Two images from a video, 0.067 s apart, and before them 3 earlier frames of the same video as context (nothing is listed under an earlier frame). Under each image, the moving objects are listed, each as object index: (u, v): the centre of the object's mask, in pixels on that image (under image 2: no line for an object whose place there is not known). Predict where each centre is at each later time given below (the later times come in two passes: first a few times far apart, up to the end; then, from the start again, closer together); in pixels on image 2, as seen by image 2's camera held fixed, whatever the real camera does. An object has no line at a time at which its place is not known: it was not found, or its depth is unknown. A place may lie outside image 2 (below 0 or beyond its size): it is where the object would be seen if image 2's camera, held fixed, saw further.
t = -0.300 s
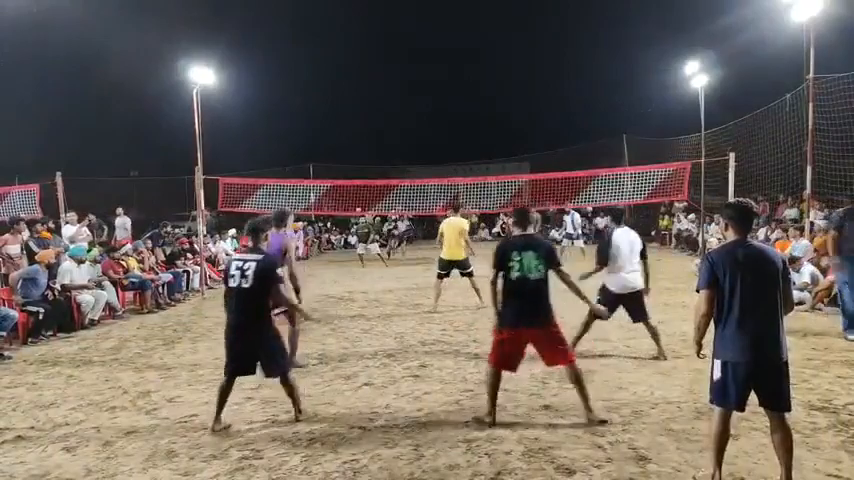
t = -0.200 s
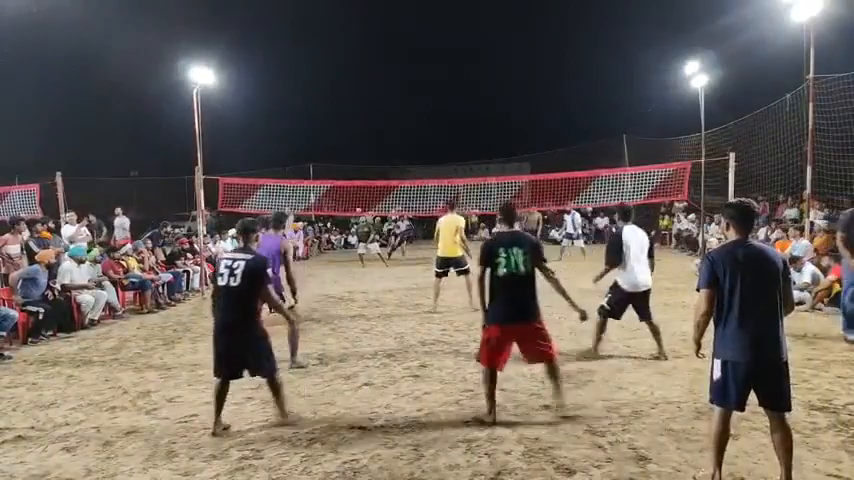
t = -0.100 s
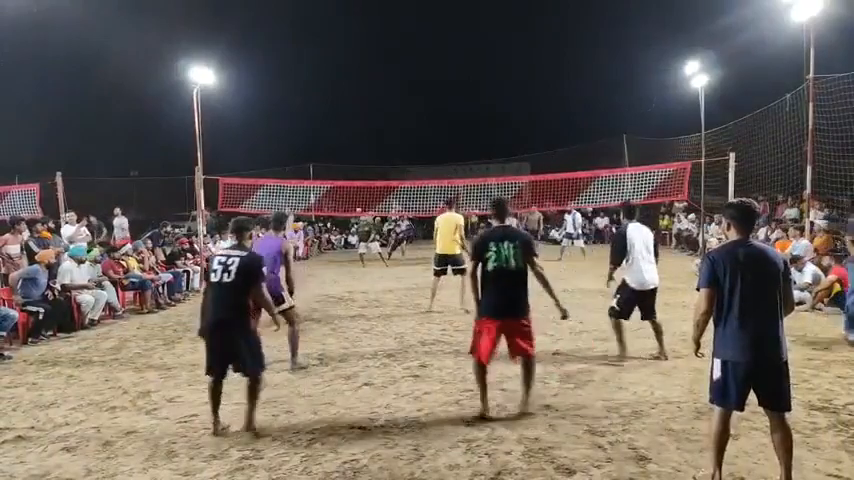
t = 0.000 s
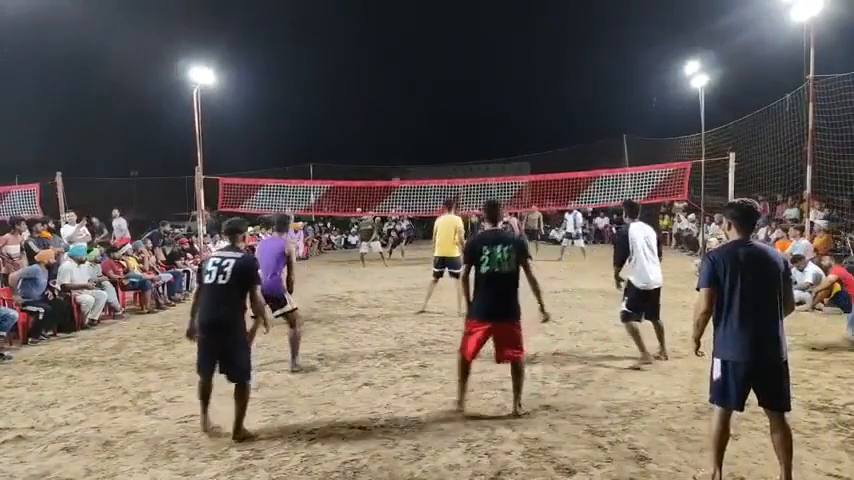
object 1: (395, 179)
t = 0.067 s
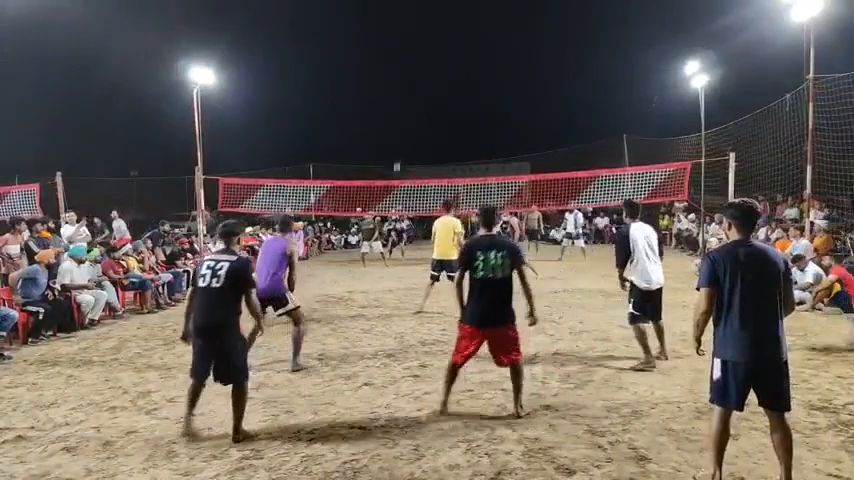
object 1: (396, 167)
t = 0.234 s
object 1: (398, 135)
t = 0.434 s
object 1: (400, 104)
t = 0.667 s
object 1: (404, 85)
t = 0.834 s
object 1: (408, 89)
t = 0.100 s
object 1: (397, 160)
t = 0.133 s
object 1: (397, 154)
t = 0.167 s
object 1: (397, 147)
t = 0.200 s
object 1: (397, 141)
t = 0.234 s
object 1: (398, 135)
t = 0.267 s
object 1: (398, 129)
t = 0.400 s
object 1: (400, 108)
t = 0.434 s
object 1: (400, 104)
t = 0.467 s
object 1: (401, 100)
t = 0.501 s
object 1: (401, 96)
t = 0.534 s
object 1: (402, 92)
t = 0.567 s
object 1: (402, 90)
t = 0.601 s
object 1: (403, 87)
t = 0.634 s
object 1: (404, 86)
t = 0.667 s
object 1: (404, 85)
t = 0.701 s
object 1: (405, 84)
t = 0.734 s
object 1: (406, 84)
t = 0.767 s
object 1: (407, 85)
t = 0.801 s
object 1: (407, 87)
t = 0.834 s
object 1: (408, 89)
